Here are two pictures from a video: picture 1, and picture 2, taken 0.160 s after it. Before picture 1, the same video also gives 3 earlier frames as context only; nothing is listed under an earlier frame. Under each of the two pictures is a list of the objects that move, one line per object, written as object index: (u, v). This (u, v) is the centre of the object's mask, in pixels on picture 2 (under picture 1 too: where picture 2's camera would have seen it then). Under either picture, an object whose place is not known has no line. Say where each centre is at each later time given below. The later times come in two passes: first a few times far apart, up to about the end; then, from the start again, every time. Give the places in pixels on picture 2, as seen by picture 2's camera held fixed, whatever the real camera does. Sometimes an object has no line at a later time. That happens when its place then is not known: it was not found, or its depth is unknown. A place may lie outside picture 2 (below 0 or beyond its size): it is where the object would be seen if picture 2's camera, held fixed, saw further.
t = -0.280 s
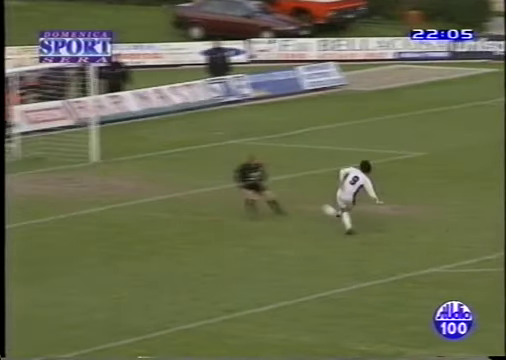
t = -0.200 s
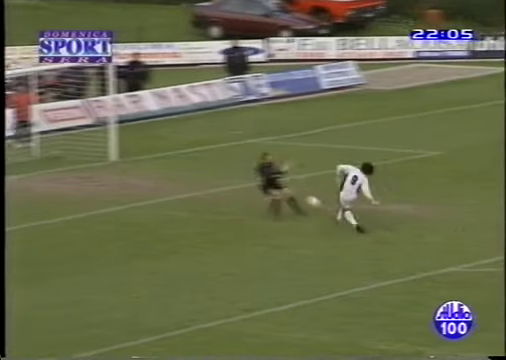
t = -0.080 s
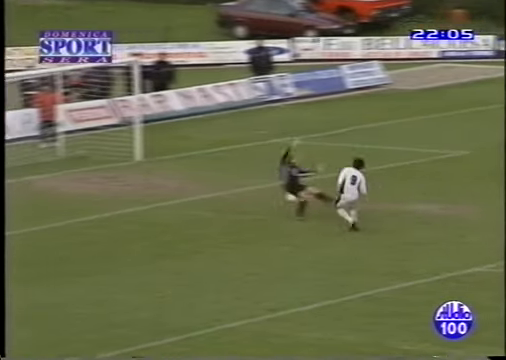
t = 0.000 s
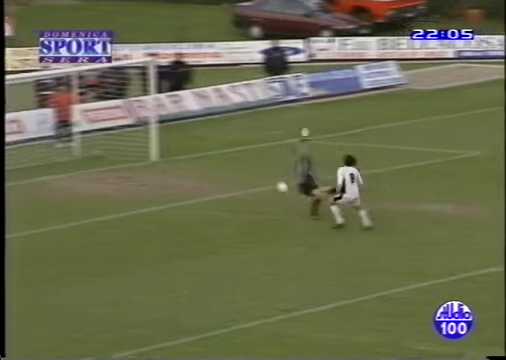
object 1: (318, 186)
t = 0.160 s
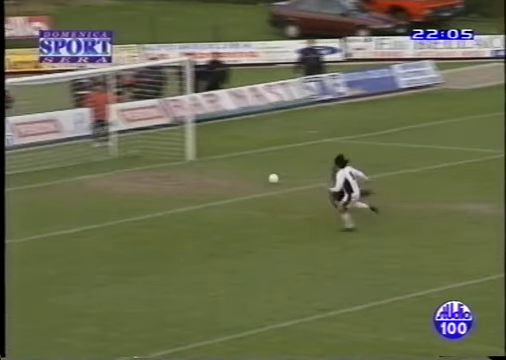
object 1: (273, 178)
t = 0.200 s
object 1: (263, 177)
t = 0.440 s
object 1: (217, 165)
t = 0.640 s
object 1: (186, 157)
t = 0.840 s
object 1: (153, 144)
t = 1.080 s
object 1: (108, 133)
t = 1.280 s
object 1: (85, 138)
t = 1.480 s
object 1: (70, 152)
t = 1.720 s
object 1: (52, 154)
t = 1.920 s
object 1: (46, 156)
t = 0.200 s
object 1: (263, 177)
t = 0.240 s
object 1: (255, 174)
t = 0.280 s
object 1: (247, 171)
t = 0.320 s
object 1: (239, 168)
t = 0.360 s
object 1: (232, 168)
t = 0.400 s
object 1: (225, 167)
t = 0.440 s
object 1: (217, 165)
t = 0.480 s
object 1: (211, 161)
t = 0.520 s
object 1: (204, 159)
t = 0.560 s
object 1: (198, 158)
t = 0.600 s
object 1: (191, 158)
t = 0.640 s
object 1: (186, 157)
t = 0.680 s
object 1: (179, 155)
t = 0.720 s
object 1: (174, 153)
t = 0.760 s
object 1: (167, 150)
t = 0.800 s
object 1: (161, 147)
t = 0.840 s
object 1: (153, 144)
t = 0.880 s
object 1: (145, 141)
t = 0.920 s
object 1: (137, 138)
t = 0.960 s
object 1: (129, 135)
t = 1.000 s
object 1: (121, 134)
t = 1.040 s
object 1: (114, 133)
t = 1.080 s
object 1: (108, 133)
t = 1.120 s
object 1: (102, 134)
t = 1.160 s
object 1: (97, 134)
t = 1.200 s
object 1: (93, 135)
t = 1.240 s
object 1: (88, 136)
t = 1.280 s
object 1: (85, 138)
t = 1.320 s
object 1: (81, 139)
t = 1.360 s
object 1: (78, 141)
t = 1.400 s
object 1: (76, 145)
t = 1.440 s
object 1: (73, 148)
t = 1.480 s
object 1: (70, 152)
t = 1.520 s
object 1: (68, 157)
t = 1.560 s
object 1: (64, 159)
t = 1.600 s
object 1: (61, 158)
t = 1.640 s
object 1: (57, 156)
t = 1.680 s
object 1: (55, 155)
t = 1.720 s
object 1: (52, 154)
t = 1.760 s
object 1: (51, 154)
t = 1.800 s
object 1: (49, 153)
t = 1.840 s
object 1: (48, 154)
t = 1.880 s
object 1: (47, 155)
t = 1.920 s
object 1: (46, 156)
